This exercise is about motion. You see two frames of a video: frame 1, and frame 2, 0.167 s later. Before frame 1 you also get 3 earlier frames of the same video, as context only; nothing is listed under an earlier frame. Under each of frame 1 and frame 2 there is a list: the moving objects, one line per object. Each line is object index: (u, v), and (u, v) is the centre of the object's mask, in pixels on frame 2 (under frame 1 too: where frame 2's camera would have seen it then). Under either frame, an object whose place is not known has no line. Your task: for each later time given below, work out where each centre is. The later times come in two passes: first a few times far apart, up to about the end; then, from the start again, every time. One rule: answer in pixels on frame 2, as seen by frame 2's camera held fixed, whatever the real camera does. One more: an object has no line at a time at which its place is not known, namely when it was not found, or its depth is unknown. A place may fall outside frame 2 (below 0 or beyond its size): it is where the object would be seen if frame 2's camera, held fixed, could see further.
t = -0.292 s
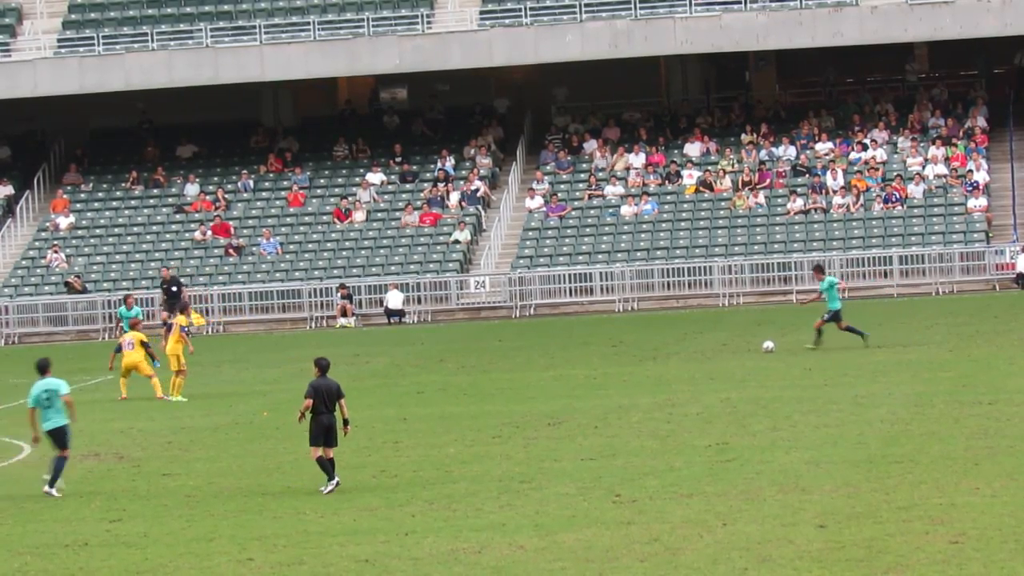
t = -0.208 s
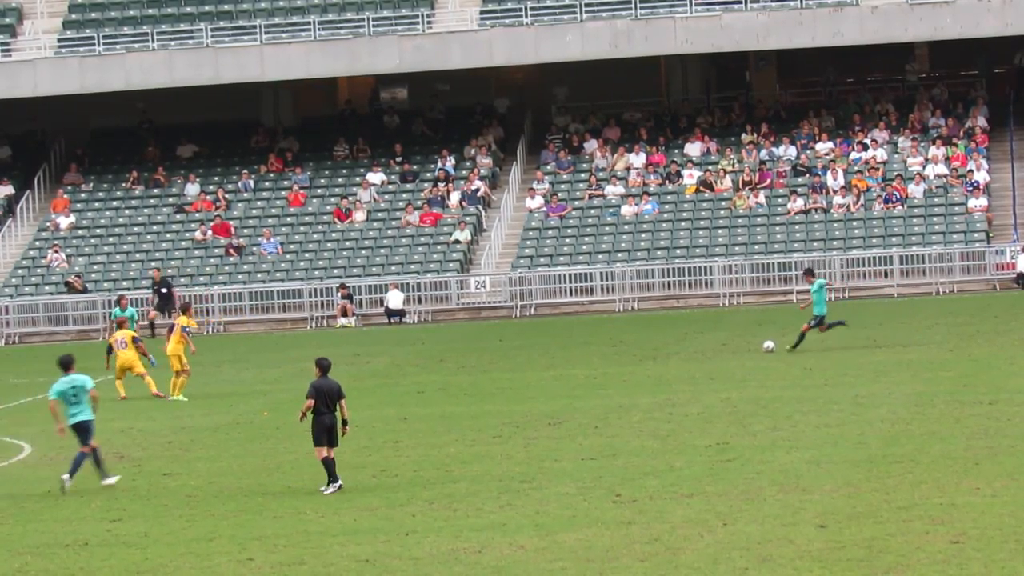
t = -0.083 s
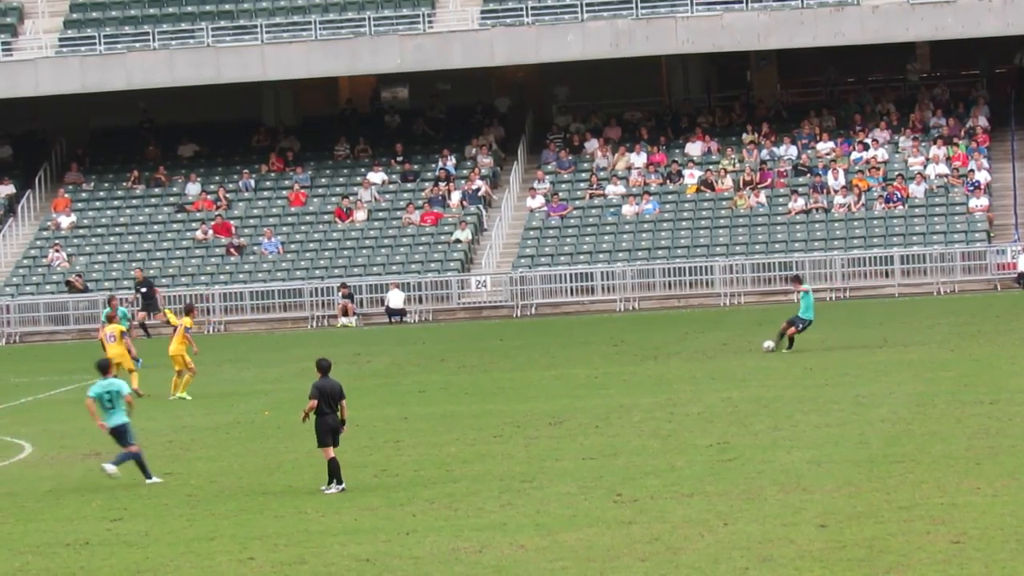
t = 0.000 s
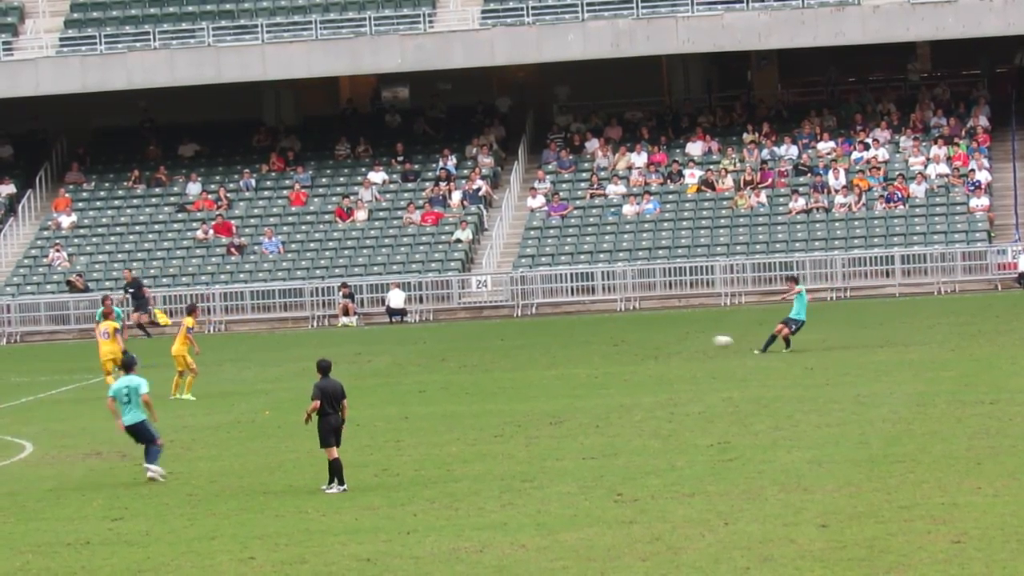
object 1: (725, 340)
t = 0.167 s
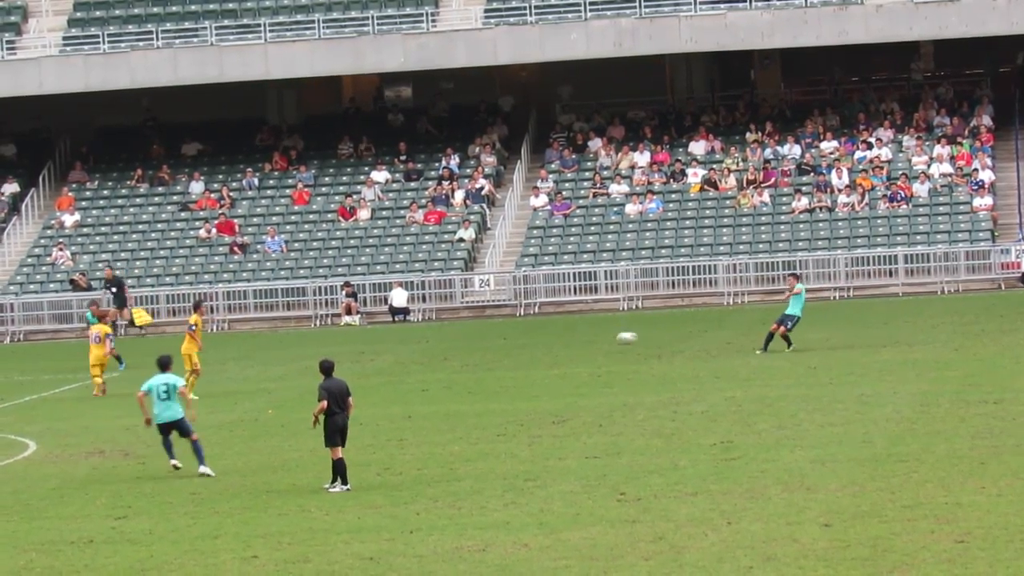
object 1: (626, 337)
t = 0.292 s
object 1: (554, 342)
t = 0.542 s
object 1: (409, 375)
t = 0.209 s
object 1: (602, 338)
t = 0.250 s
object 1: (578, 340)
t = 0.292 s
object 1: (554, 342)
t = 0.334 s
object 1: (529, 345)
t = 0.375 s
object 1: (505, 350)
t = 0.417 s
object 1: (481, 354)
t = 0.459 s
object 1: (457, 361)
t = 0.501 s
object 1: (434, 366)
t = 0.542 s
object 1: (409, 375)
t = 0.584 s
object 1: (385, 383)
